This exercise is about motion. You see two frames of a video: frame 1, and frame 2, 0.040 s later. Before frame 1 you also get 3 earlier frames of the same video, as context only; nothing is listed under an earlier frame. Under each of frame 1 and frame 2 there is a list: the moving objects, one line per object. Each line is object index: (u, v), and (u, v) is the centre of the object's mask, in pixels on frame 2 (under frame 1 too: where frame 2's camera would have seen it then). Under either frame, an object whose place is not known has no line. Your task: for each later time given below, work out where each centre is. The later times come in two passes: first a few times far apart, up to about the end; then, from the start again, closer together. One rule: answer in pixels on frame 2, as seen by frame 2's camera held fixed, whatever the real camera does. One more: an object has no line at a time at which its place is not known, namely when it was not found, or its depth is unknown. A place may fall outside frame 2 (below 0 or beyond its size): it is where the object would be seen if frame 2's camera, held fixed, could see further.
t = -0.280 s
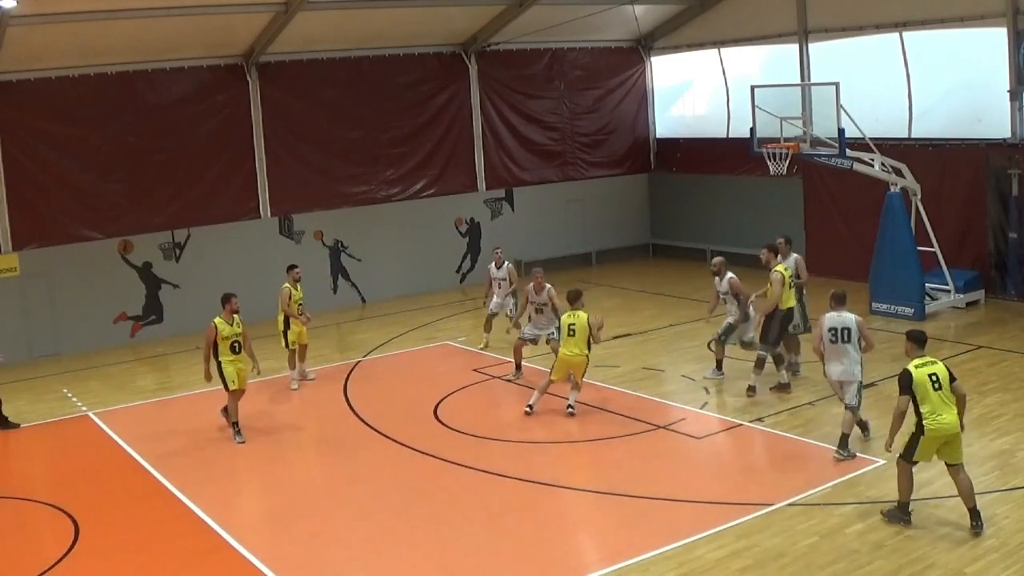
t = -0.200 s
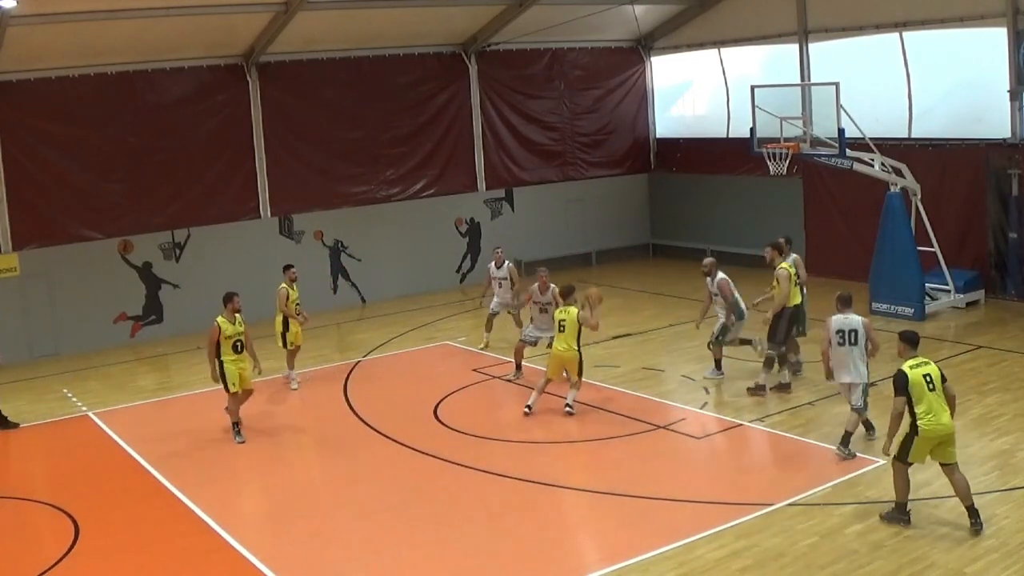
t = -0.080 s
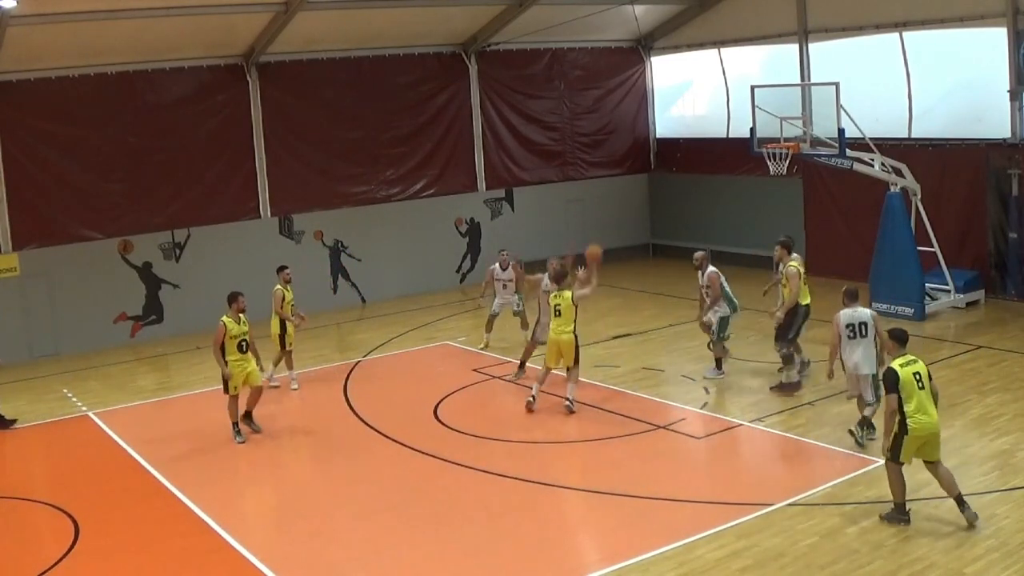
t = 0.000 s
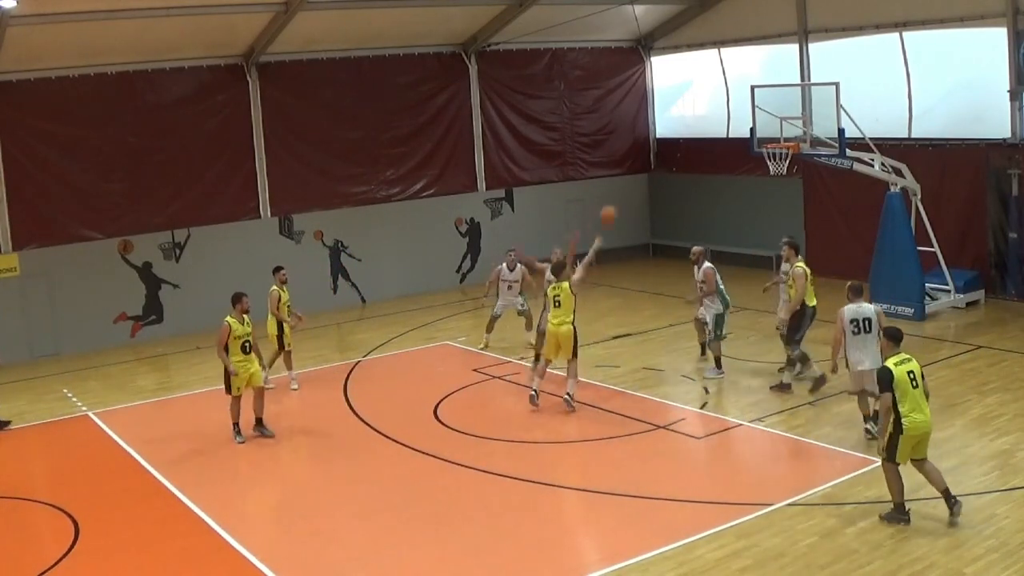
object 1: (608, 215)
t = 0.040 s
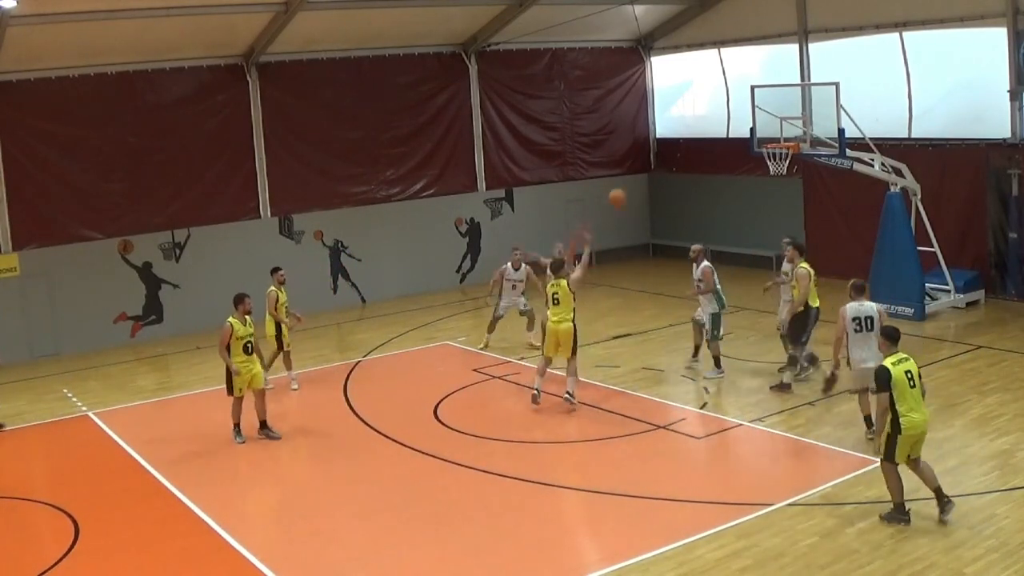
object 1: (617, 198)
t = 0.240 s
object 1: (657, 133)
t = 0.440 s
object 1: (696, 101)
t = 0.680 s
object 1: (740, 101)
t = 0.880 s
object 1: (775, 130)
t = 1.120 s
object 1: (756, 153)
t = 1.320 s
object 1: (762, 161)
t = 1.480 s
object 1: (778, 175)
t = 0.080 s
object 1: (624, 181)
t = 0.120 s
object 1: (633, 166)
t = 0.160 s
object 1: (641, 155)
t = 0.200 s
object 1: (649, 144)
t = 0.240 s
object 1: (657, 133)
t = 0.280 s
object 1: (665, 124)
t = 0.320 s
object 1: (673, 116)
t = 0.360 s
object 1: (681, 110)
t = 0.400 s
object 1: (688, 105)
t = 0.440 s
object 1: (696, 101)
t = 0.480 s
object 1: (704, 98)
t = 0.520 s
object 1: (711, 96)
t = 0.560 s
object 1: (719, 96)
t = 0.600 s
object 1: (726, 97)
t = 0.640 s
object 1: (733, 98)
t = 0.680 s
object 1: (740, 101)
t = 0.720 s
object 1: (747, 105)
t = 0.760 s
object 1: (755, 110)
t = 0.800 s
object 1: (761, 116)
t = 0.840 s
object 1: (768, 122)
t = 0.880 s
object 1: (775, 130)
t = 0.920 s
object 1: (782, 137)
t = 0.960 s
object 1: (780, 141)
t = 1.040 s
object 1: (764, 157)
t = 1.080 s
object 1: (759, 156)
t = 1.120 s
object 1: (756, 153)
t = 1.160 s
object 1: (756, 153)
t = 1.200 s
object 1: (756, 154)
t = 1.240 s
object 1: (758, 156)
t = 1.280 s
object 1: (761, 158)
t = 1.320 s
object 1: (762, 161)
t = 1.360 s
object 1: (764, 164)
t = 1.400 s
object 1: (771, 167)
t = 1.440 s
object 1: (774, 170)
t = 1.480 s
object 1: (778, 175)
